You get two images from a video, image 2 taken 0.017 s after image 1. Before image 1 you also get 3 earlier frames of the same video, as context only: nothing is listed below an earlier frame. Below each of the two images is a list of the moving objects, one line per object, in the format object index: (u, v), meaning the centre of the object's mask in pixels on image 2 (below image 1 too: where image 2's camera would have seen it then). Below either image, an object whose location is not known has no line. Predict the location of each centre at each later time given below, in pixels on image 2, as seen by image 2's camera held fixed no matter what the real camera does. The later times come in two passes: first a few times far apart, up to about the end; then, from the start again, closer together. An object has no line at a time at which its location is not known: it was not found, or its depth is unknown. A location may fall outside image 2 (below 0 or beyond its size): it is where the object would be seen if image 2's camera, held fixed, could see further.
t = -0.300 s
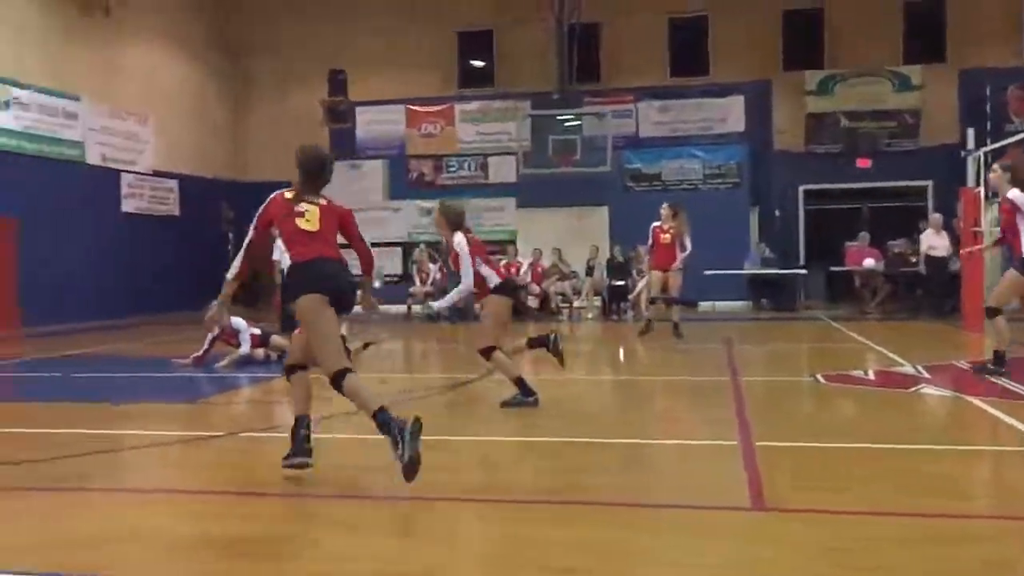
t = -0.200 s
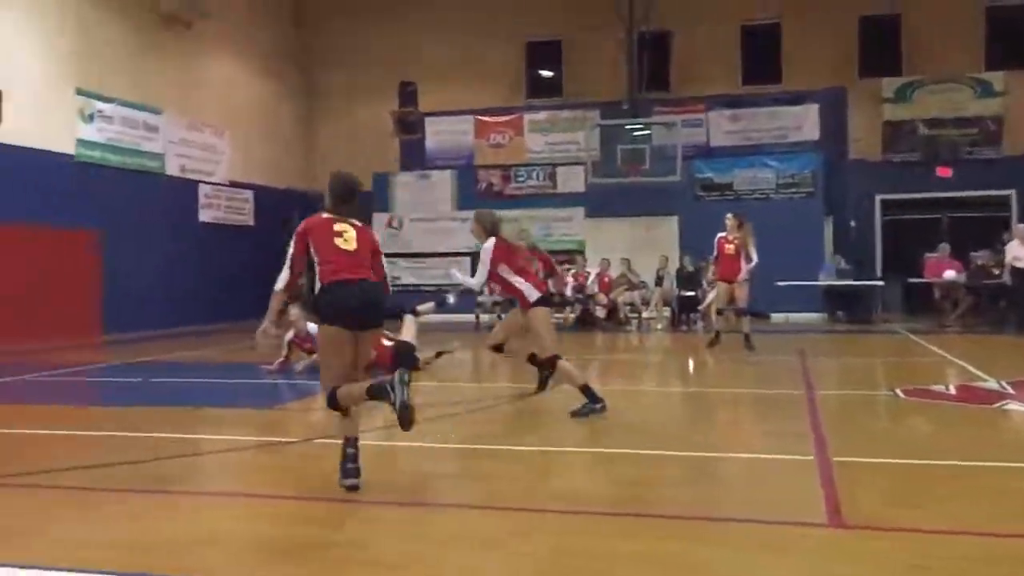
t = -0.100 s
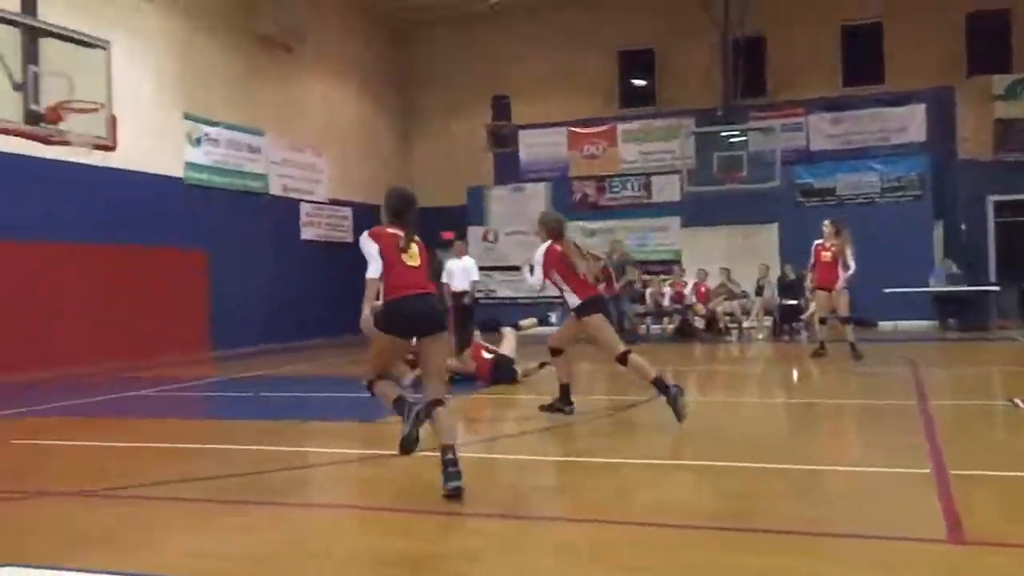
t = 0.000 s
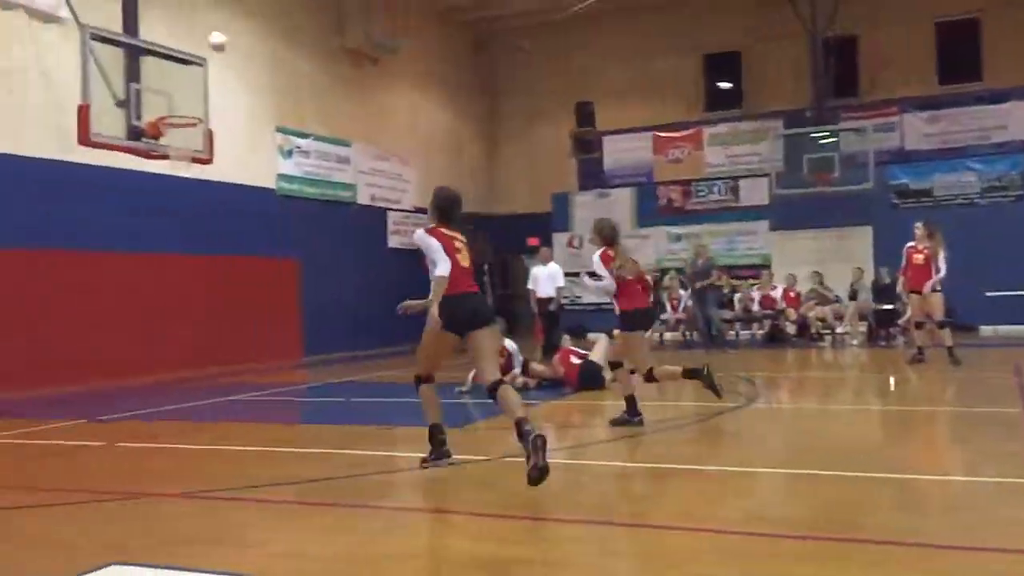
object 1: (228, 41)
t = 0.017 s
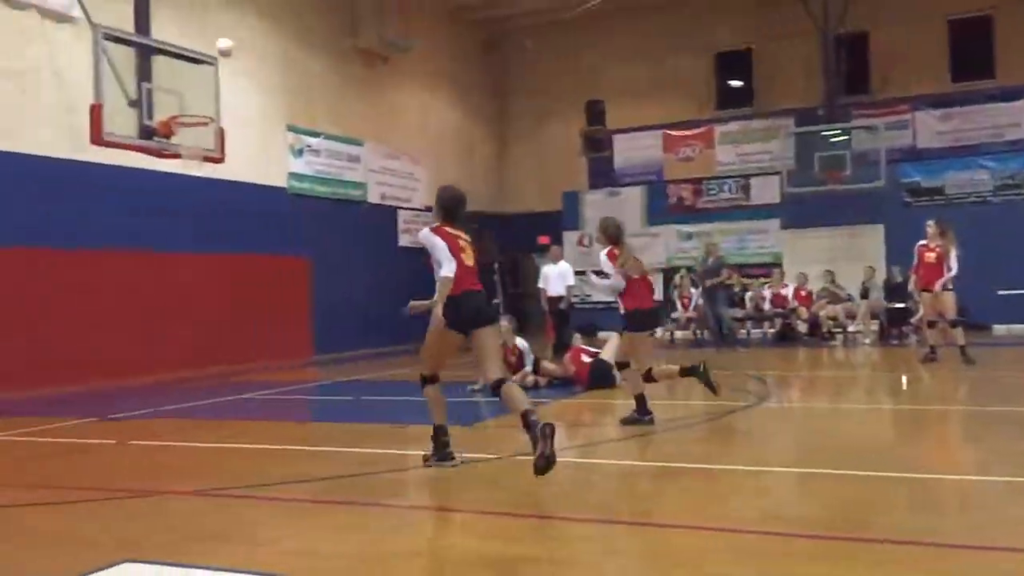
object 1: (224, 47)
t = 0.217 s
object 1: (178, 138)
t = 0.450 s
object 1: (173, 190)
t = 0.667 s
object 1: (170, 273)
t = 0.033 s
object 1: (221, 53)
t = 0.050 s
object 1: (217, 59)
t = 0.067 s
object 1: (212, 67)
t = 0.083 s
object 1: (209, 74)
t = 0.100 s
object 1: (204, 82)
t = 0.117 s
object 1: (201, 90)
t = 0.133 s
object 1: (197, 97)
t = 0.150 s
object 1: (194, 105)
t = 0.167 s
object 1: (190, 115)
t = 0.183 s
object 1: (186, 122)
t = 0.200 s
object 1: (181, 131)
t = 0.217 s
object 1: (178, 138)
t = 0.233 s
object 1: (175, 144)
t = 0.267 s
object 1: (174, 150)
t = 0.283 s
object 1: (175, 152)
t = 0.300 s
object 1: (175, 155)
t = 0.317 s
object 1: (175, 158)
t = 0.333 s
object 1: (175, 163)
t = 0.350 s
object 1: (174, 165)
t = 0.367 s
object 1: (174, 168)
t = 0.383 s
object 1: (173, 172)
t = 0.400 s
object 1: (173, 176)
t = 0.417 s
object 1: (173, 180)
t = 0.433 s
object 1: (173, 186)
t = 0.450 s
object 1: (173, 190)
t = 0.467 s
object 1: (173, 195)
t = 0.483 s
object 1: (172, 200)
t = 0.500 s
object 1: (172, 206)
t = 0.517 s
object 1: (172, 211)
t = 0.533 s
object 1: (171, 217)
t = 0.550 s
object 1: (171, 224)
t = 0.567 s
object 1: (171, 230)
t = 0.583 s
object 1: (171, 237)
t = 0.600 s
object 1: (170, 243)
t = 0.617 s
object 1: (170, 250)
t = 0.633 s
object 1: (170, 257)
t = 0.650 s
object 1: (170, 265)
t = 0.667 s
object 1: (170, 273)
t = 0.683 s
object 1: (169, 281)
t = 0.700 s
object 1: (169, 289)
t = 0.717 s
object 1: (169, 297)
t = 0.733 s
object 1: (169, 306)
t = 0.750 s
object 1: (169, 315)
